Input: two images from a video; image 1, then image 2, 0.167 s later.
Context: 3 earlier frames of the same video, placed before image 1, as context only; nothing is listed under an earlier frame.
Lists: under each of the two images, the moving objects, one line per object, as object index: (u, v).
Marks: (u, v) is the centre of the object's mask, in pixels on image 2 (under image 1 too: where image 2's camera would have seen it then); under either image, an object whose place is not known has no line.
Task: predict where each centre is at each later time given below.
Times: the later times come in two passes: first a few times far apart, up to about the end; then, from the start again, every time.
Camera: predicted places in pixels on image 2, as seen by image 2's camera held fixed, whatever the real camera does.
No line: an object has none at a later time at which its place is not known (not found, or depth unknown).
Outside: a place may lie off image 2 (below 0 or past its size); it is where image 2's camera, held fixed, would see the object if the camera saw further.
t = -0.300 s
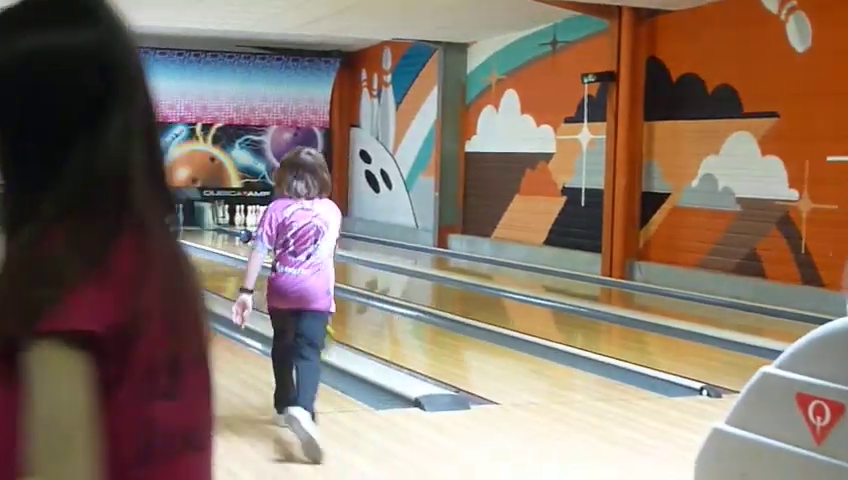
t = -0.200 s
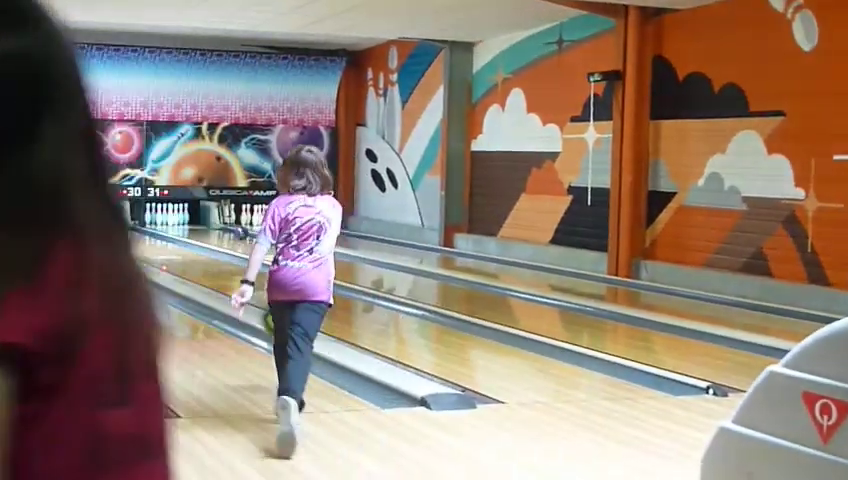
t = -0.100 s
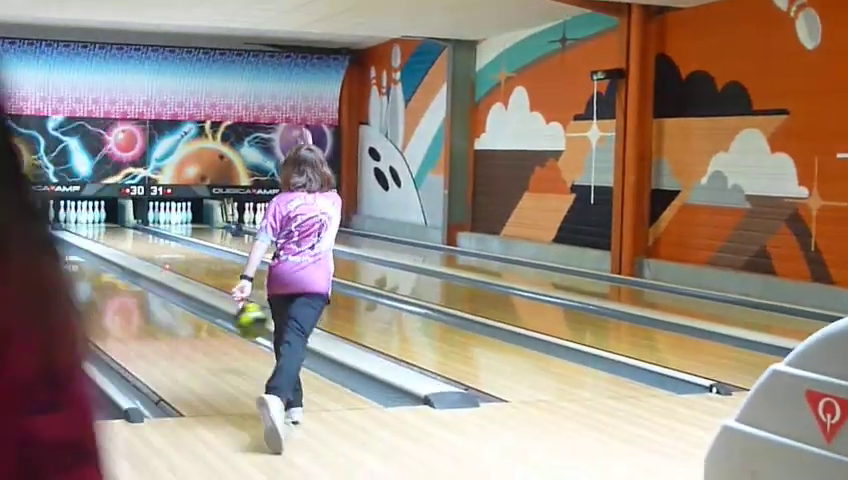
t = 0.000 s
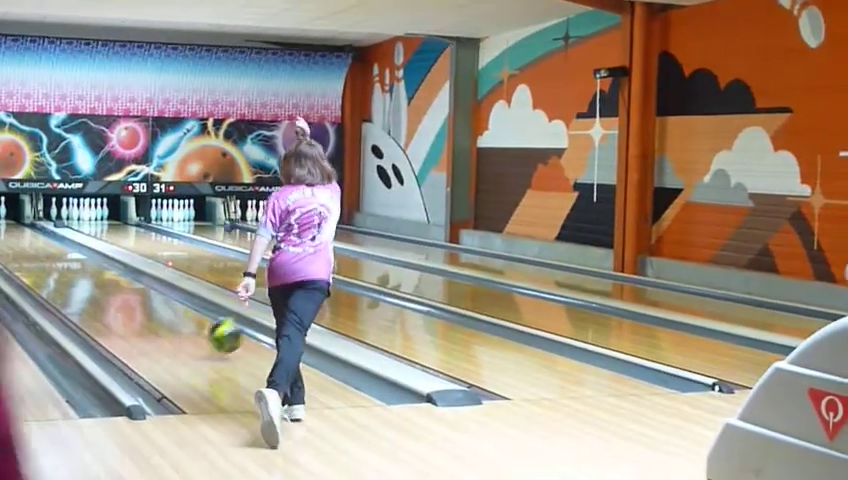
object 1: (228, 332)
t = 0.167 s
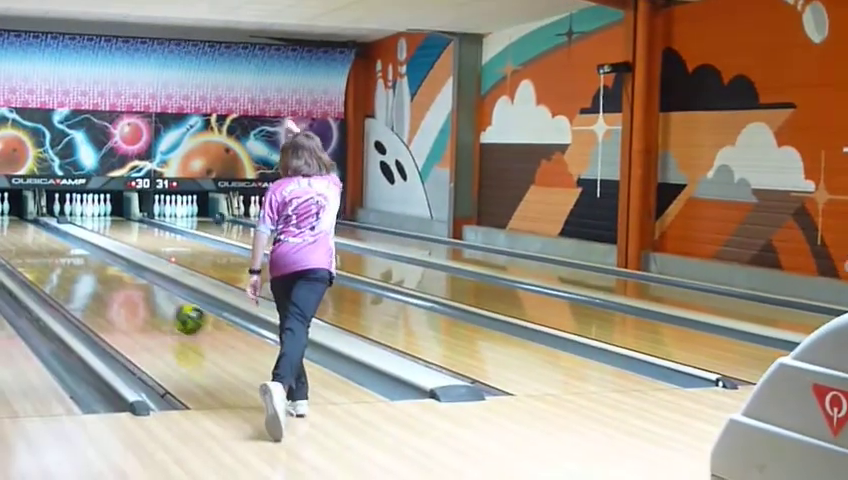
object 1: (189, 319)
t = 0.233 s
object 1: (176, 314)
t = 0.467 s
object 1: (134, 294)
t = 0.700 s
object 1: (101, 279)
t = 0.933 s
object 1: (74, 265)
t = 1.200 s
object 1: (49, 253)
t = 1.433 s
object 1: (31, 244)
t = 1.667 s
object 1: (15, 237)
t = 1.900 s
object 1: (0, 230)
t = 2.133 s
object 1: (-12, 225)
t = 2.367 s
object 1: (-24, 220)
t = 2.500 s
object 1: (-29, 217)
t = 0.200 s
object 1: (182, 317)
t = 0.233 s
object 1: (176, 314)
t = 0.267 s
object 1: (169, 311)
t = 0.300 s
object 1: (162, 308)
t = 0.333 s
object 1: (156, 305)
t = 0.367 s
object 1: (151, 302)
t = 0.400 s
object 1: (145, 299)
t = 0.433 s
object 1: (140, 297)
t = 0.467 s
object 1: (134, 294)
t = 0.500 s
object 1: (128, 292)
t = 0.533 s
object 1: (124, 289)
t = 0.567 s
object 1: (119, 287)
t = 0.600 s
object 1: (114, 285)
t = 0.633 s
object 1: (110, 283)
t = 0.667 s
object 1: (105, 281)
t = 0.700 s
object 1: (101, 279)
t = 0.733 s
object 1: (97, 276)
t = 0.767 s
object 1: (93, 274)
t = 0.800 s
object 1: (89, 272)
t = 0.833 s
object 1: (85, 271)
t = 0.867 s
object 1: (81, 268)
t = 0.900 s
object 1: (77, 267)
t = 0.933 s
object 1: (74, 265)
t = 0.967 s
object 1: (70, 264)
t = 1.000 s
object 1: (67, 262)
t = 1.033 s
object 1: (63, 261)
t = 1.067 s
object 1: (61, 259)
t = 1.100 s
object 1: (57, 257)
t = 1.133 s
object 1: (55, 256)
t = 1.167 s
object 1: (52, 255)
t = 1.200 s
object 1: (49, 253)
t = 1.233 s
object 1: (46, 252)
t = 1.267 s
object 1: (44, 251)
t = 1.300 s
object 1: (40, 250)
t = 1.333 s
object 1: (38, 249)
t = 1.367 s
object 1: (36, 247)
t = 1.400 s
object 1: (33, 246)
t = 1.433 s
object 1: (31, 244)
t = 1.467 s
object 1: (28, 243)
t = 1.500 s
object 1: (26, 242)
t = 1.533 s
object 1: (23, 241)
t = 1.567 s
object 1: (21, 240)
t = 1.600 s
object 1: (19, 239)
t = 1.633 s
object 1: (17, 238)
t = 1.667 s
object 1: (15, 237)
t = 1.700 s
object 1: (12, 236)
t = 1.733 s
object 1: (10, 234)
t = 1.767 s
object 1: (8, 233)
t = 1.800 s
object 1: (6, 232)
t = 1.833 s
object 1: (4, 232)
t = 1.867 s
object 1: (2, 231)
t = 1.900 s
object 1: (0, 230)
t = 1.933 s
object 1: (-2, 230)
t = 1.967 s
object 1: (-3, 228)
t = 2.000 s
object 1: (-5, 228)
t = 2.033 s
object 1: (-7, 227)
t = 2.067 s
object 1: (-8, 227)
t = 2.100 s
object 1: (-11, 226)
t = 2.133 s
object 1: (-12, 225)
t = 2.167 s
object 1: (-14, 224)
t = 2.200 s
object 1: (-15, 224)
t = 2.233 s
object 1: (-17, 223)
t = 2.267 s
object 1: (-18, 222)
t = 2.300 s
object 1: (-20, 221)
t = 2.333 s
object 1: (-21, 220)
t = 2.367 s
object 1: (-24, 220)
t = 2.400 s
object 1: (-25, 219)
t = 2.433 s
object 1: (-26, 218)
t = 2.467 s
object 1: (-27, 218)
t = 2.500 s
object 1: (-29, 217)
